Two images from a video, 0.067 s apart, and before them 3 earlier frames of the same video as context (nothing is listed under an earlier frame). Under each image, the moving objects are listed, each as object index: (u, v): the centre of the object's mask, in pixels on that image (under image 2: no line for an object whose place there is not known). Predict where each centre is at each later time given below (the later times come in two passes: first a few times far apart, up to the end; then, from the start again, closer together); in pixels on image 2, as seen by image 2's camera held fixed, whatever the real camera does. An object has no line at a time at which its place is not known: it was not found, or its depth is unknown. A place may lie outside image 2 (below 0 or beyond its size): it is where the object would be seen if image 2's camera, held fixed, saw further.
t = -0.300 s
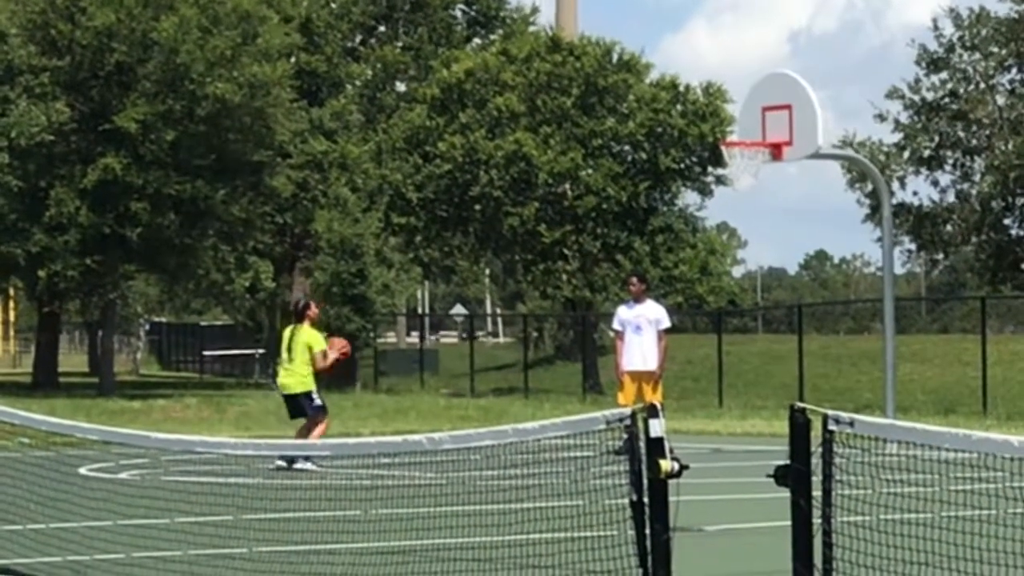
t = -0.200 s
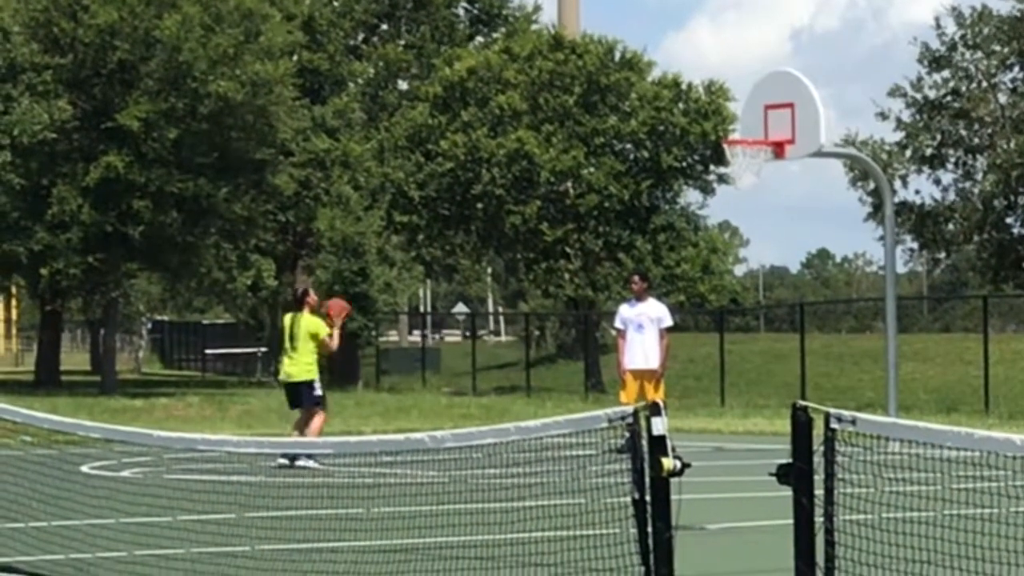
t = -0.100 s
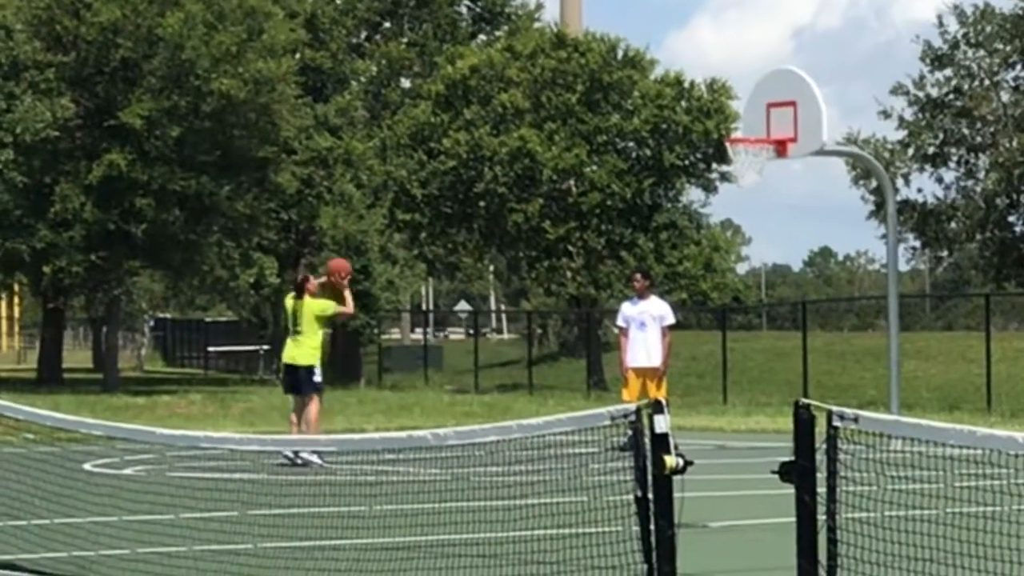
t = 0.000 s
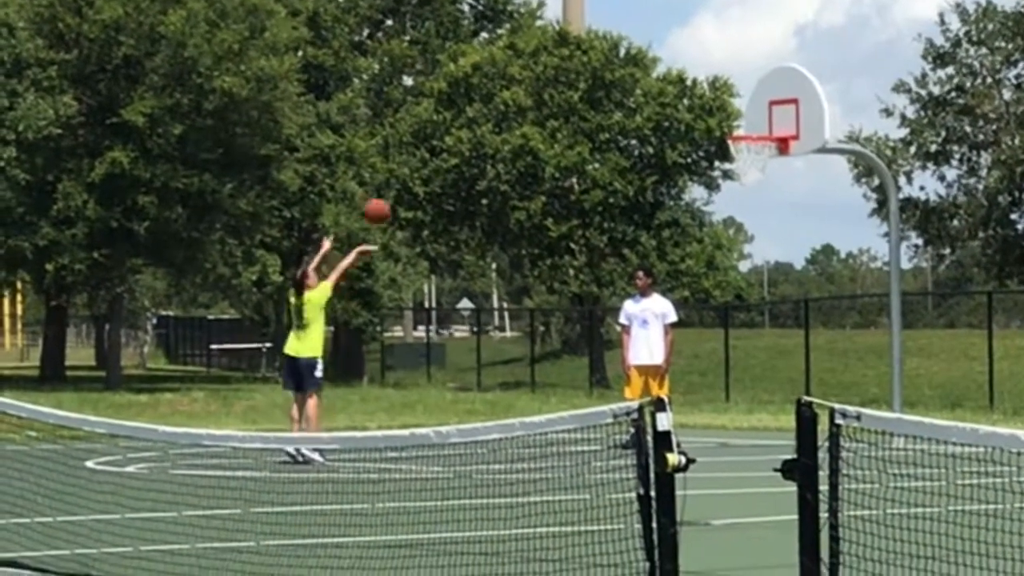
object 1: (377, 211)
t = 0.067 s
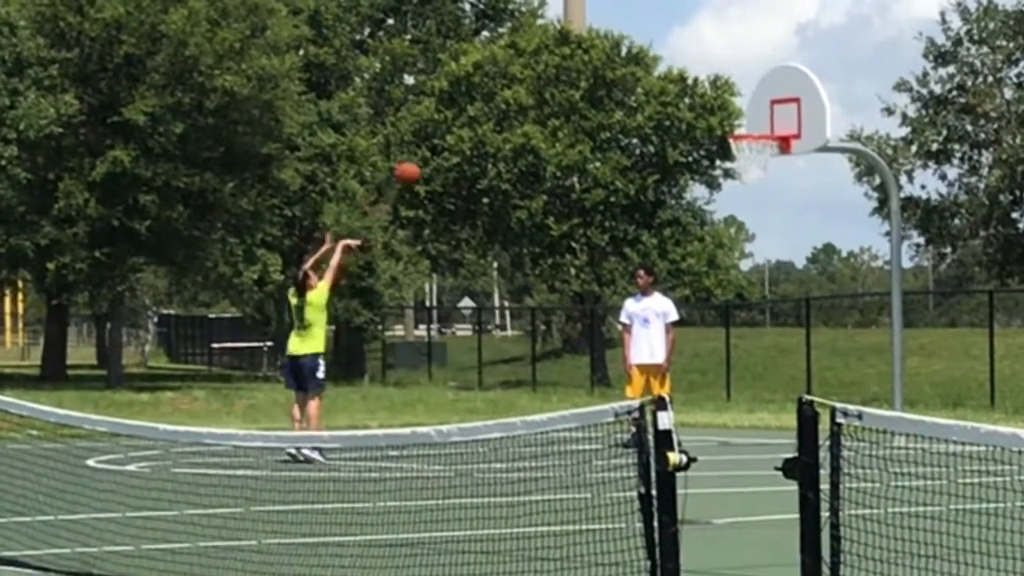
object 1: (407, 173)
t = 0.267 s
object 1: (495, 97)
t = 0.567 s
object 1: (623, 66)
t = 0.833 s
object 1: (732, 115)
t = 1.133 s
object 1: (757, 193)
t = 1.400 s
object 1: (737, 299)
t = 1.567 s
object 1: (725, 404)
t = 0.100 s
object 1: (423, 158)
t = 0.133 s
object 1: (436, 143)
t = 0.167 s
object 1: (453, 131)
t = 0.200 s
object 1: (466, 117)
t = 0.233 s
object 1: (481, 108)
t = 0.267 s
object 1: (495, 97)
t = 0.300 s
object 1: (509, 90)
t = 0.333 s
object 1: (524, 82)
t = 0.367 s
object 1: (538, 76)
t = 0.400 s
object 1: (552, 71)
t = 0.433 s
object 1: (567, 68)
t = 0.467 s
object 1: (581, 66)
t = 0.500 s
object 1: (595, 65)
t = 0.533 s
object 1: (608, 65)
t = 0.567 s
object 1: (623, 66)
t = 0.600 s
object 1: (637, 68)
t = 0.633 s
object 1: (650, 71)
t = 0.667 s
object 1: (663, 76)
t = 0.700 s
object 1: (677, 82)
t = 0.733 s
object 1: (692, 88)
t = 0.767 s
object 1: (705, 95)
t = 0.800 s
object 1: (720, 103)
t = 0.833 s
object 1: (732, 115)
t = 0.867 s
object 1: (745, 125)
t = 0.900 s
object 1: (758, 138)
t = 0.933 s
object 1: (769, 150)
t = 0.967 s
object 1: (771, 157)
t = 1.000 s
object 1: (768, 165)
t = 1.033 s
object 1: (766, 170)
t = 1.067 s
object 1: (763, 177)
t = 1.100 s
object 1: (760, 184)
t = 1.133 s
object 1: (757, 193)
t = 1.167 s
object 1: (755, 203)
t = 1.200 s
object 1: (751, 214)
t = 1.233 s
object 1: (749, 226)
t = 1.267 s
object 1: (746, 239)
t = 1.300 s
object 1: (743, 253)
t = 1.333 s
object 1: (742, 267)
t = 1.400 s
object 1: (737, 299)
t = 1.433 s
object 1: (734, 317)
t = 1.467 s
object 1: (732, 339)
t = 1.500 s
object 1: (729, 360)
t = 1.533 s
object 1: (727, 381)
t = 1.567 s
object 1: (725, 404)
